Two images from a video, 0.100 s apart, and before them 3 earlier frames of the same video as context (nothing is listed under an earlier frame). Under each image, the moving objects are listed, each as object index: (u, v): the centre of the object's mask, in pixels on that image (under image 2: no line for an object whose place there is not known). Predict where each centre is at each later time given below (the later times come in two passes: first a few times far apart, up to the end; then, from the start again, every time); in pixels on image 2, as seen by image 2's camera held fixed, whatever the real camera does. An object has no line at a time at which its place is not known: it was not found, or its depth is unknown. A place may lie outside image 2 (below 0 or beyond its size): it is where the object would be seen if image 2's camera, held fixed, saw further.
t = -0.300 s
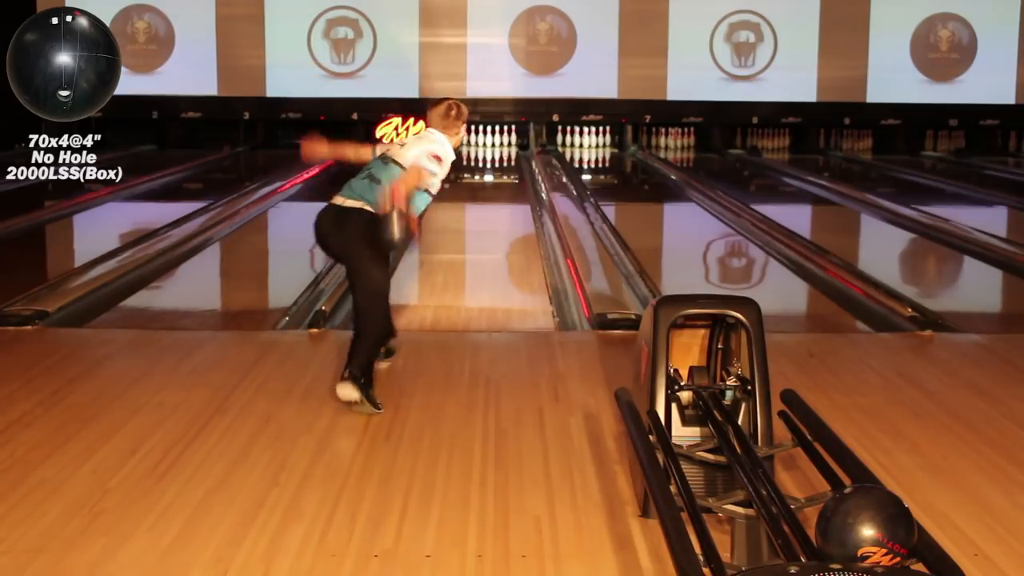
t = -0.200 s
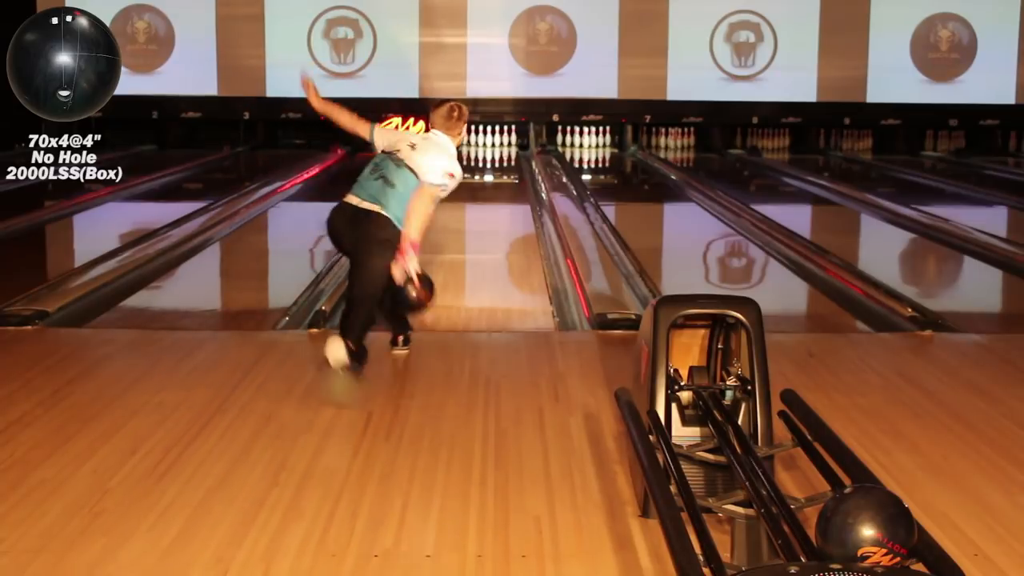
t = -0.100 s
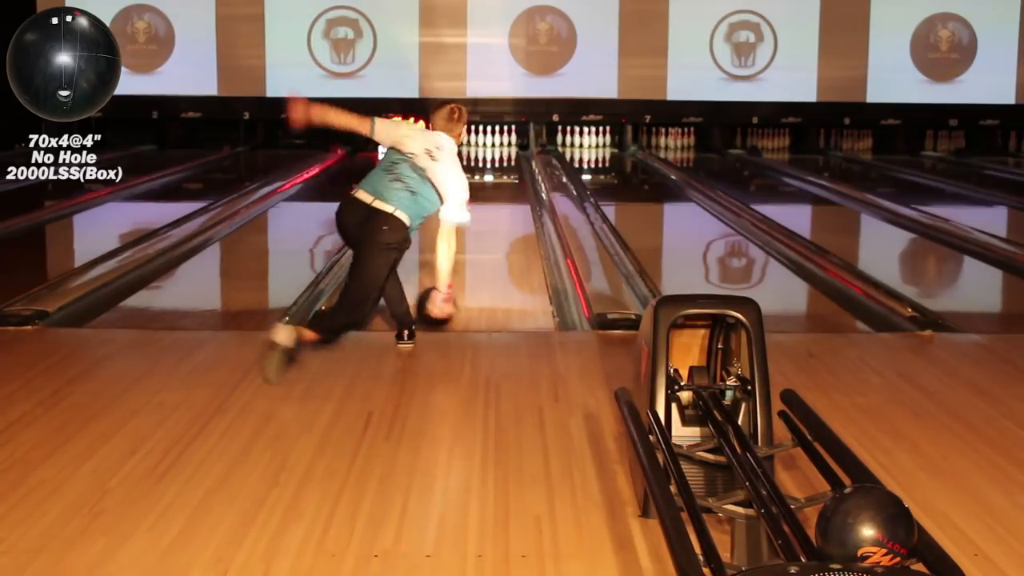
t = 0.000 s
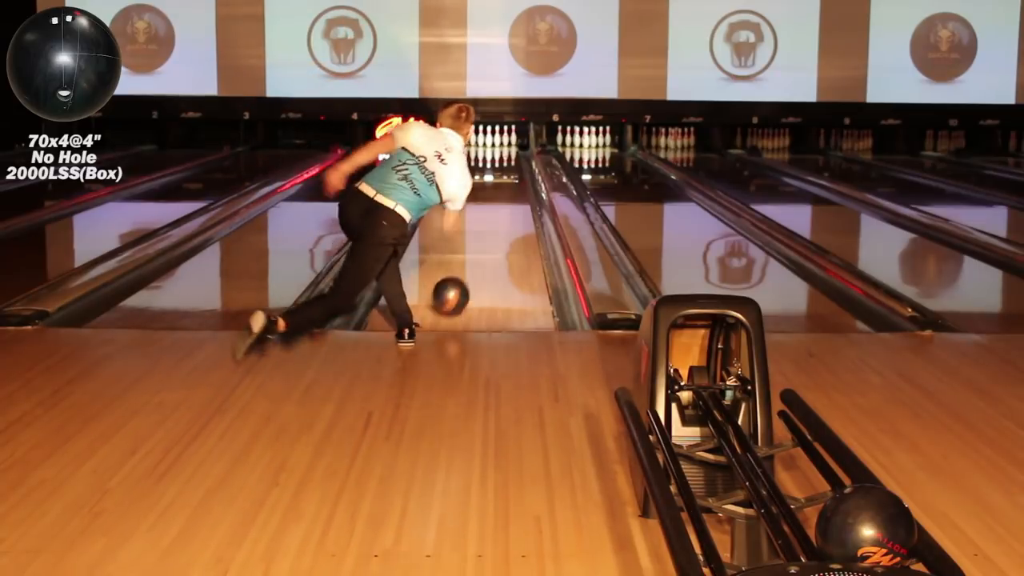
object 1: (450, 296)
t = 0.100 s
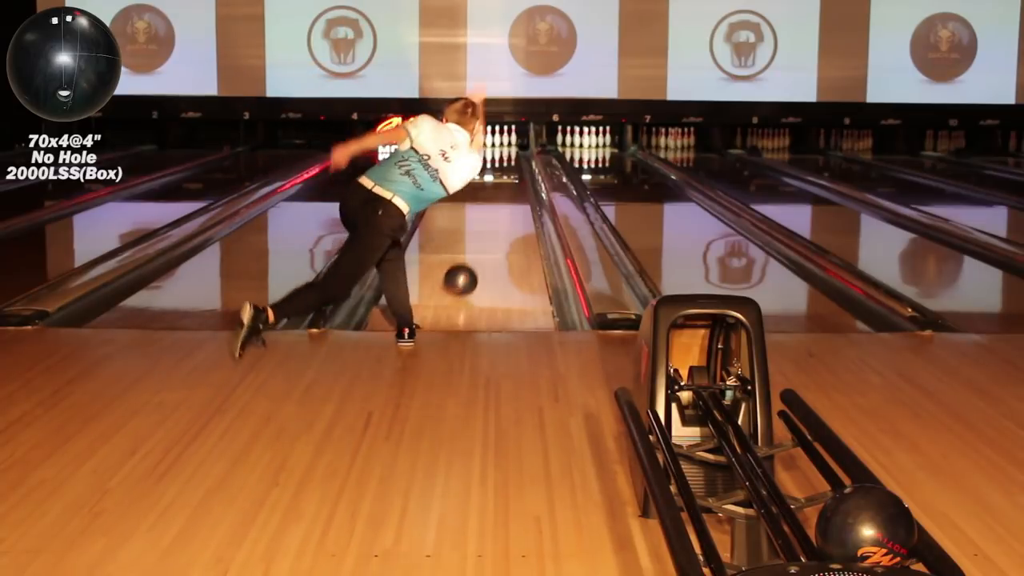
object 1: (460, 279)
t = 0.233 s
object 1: (471, 257)
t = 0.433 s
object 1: (483, 229)
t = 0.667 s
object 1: (492, 207)
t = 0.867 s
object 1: (497, 192)
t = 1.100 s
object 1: (502, 177)
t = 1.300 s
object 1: (504, 168)
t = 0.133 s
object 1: (463, 274)
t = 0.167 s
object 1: (466, 268)
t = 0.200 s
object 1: (468, 263)
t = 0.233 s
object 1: (471, 257)
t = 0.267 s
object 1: (473, 251)
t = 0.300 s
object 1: (475, 246)
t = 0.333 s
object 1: (477, 242)
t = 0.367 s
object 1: (479, 238)
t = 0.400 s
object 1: (481, 234)
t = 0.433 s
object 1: (483, 229)
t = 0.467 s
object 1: (484, 226)
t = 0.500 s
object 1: (486, 222)
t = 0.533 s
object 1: (487, 219)
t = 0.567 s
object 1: (488, 215)
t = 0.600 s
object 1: (490, 213)
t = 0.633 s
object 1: (491, 210)
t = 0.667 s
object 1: (492, 207)
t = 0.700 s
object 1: (493, 204)
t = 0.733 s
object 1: (494, 201)
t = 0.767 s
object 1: (495, 199)
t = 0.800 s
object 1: (496, 196)
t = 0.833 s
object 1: (497, 194)
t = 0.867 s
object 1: (497, 192)
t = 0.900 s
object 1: (498, 189)
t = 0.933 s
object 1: (499, 187)
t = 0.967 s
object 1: (499, 185)
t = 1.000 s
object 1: (500, 183)
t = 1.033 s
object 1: (501, 181)
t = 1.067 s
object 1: (501, 179)
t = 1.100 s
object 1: (502, 177)
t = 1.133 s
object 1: (502, 175)
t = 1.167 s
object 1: (503, 175)
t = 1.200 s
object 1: (503, 173)
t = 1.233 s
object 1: (503, 171)
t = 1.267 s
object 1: (503, 170)
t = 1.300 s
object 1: (504, 168)
